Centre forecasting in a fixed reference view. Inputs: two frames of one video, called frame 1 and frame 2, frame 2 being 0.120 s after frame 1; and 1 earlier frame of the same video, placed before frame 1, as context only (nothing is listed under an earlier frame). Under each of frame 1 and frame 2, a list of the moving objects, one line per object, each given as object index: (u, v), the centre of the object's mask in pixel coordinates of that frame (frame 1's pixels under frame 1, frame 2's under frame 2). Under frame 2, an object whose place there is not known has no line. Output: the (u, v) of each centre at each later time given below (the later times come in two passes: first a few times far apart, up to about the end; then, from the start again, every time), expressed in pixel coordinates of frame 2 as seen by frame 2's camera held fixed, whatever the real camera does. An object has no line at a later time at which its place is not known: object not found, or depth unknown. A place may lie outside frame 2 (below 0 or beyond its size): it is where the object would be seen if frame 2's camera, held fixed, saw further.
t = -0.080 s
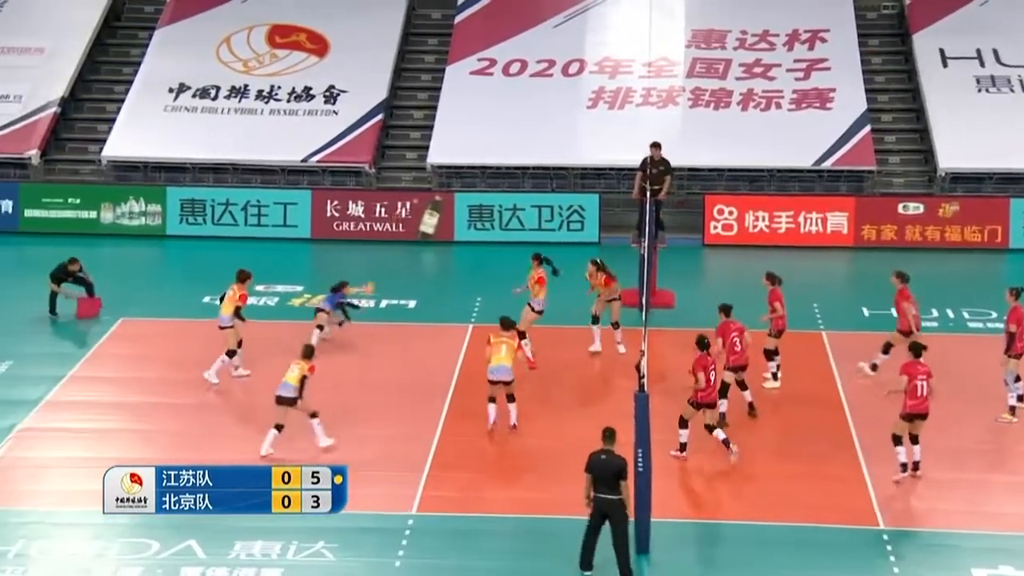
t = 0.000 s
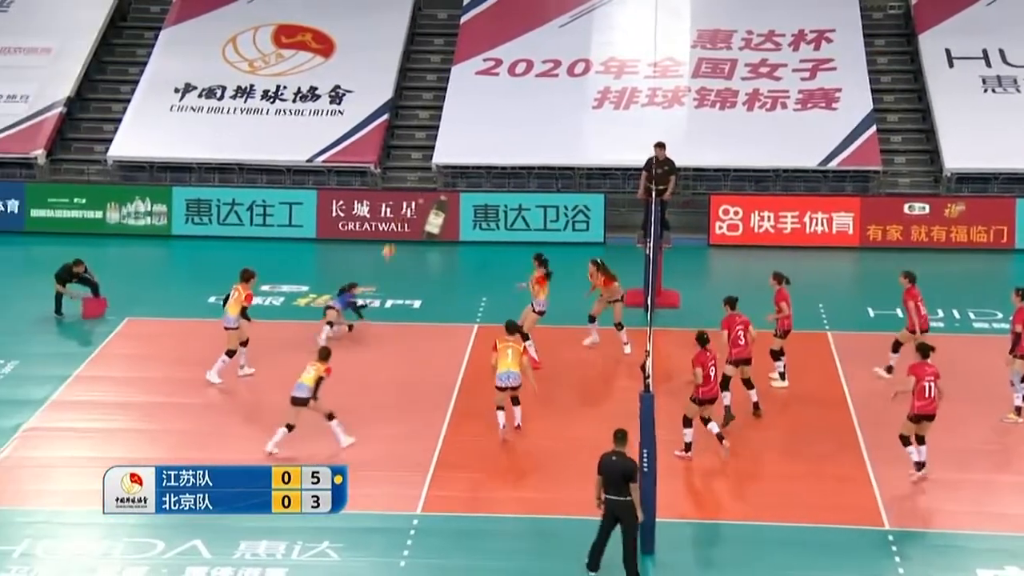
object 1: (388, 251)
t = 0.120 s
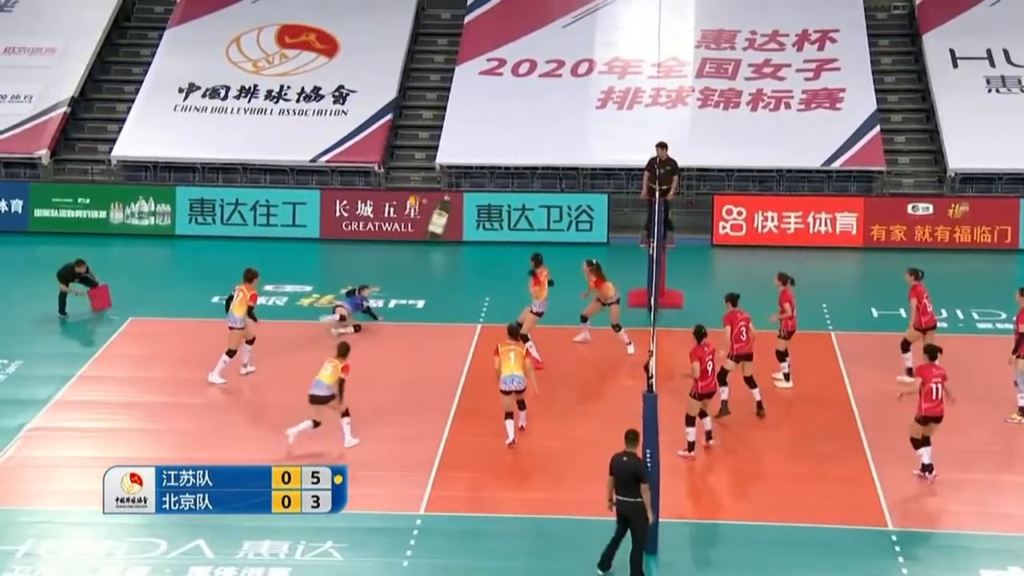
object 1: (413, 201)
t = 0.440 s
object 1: (464, 113)
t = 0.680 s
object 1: (496, 83)
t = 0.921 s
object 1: (527, 84)
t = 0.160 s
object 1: (419, 189)
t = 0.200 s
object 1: (426, 175)
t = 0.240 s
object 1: (431, 163)
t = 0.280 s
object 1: (439, 151)
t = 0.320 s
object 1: (444, 140)
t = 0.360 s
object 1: (451, 130)
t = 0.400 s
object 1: (458, 121)
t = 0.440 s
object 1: (464, 113)
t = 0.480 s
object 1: (469, 106)
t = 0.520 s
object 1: (475, 100)
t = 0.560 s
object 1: (480, 95)
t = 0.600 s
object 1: (486, 89)
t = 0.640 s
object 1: (491, 86)
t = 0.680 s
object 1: (496, 83)
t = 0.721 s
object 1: (502, 81)
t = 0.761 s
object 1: (507, 81)
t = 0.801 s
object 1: (511, 80)
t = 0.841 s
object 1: (517, 81)
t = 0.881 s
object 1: (523, 82)
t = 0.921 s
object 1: (527, 84)
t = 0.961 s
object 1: (532, 87)
